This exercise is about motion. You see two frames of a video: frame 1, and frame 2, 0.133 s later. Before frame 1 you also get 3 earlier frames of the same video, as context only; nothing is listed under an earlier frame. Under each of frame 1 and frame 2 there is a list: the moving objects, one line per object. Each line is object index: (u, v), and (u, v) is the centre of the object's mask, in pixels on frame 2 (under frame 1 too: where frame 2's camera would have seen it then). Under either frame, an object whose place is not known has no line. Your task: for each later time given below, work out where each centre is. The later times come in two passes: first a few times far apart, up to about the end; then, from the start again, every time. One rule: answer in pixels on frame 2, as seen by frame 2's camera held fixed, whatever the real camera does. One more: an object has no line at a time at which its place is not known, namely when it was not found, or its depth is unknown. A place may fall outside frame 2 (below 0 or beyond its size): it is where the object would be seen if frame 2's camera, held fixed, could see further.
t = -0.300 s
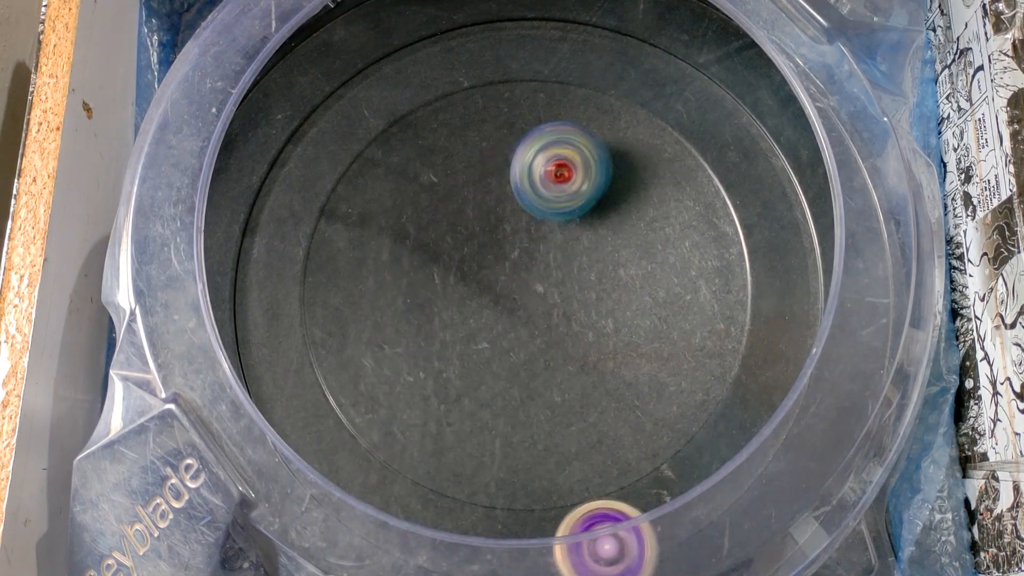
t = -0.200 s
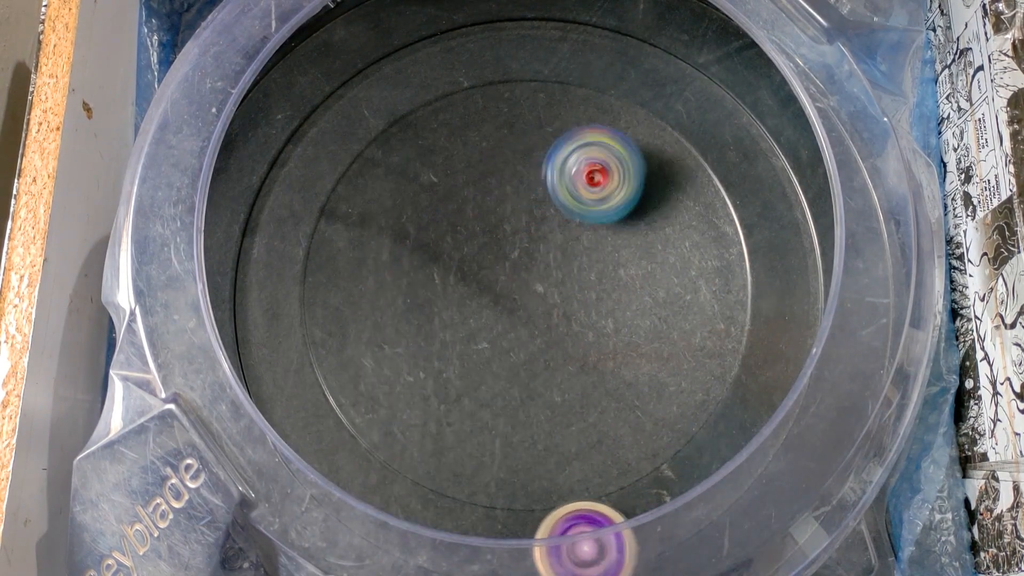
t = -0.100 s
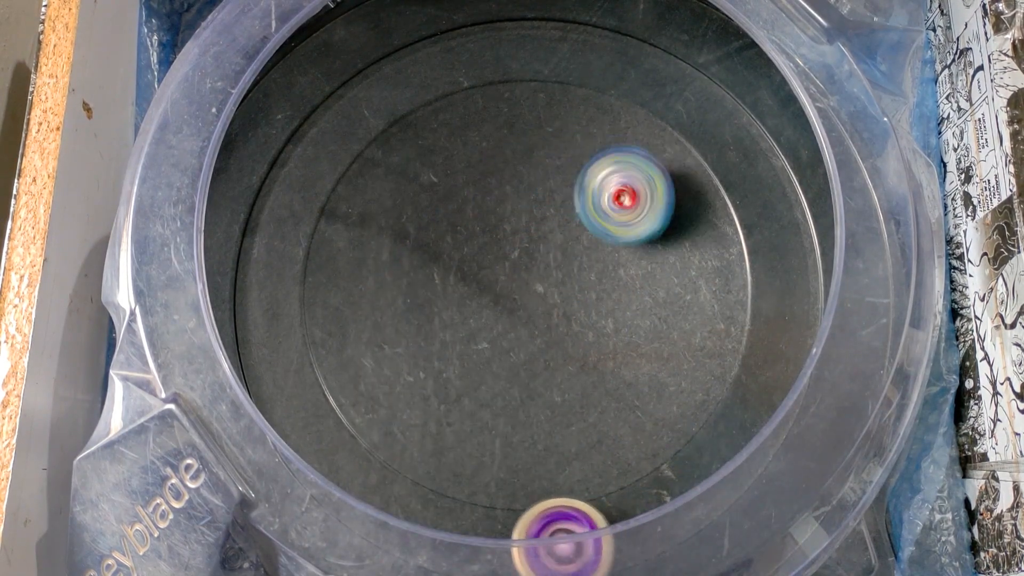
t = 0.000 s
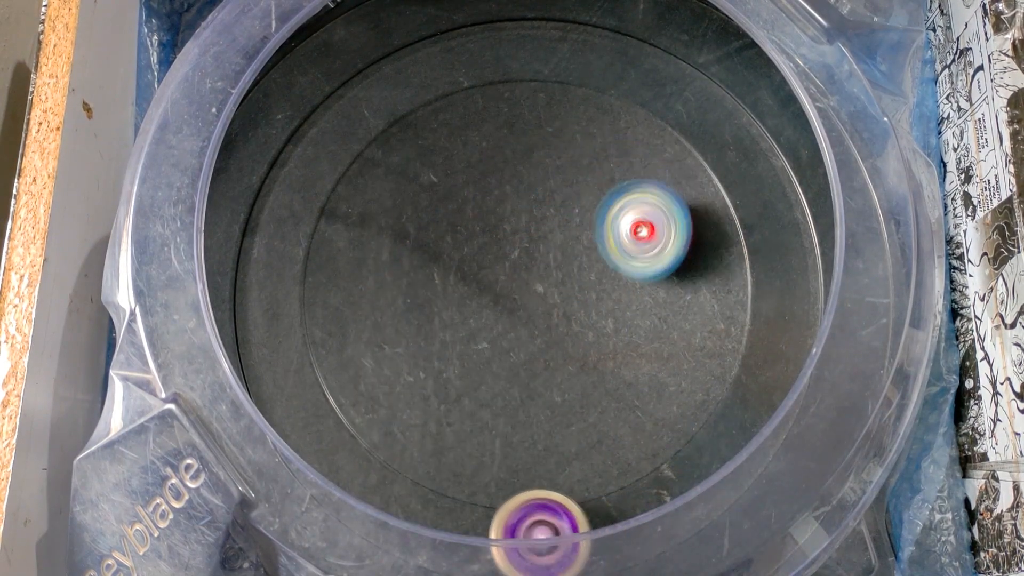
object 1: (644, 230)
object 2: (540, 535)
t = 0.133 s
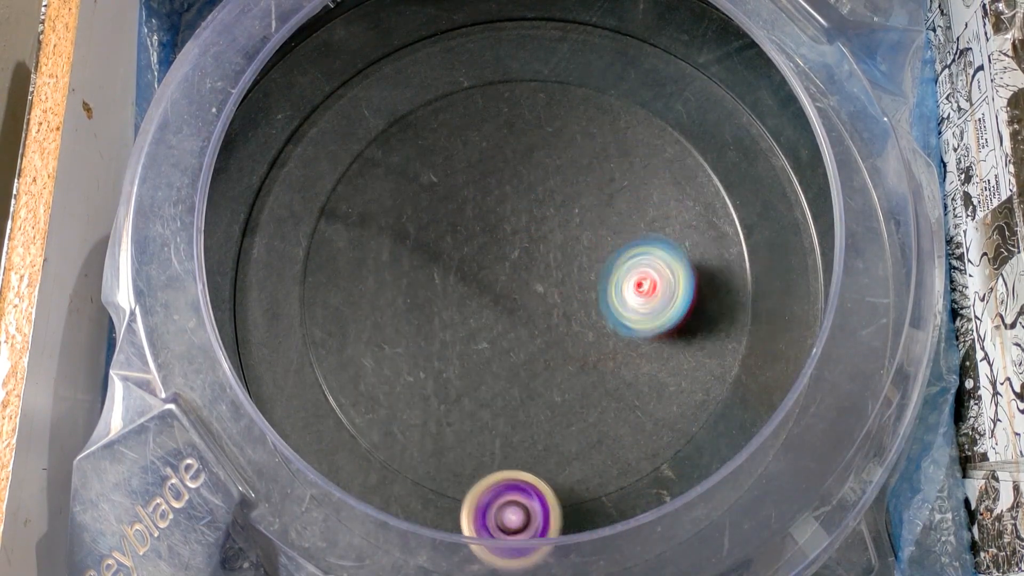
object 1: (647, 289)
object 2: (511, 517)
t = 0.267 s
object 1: (622, 347)
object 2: (497, 488)
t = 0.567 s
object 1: (634, 292)
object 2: (474, 372)
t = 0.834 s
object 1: (545, 204)
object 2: (495, 279)
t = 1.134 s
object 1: (562, 144)
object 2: (480, 224)
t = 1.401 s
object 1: (602, 200)
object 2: (498, 188)
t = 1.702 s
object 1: (535, 290)
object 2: (529, 197)
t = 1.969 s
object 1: (468, 277)
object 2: (559, 238)
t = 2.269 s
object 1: (504, 230)
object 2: (585, 290)
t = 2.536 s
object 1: (565, 244)
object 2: (590, 334)
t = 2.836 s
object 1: (562, 261)
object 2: (561, 364)
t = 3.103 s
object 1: (516, 259)
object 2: (506, 374)
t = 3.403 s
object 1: (478, 267)
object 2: (453, 357)
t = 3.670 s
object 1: (525, 273)
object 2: (424, 326)
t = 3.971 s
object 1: (524, 303)
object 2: (442, 269)
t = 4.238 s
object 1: (514, 333)
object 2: (479, 219)
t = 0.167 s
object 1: (644, 304)
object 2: (505, 505)
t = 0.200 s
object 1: (639, 318)
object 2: (499, 501)
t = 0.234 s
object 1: (632, 333)
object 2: (495, 496)
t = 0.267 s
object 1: (622, 347)
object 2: (497, 488)
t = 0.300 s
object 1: (612, 359)
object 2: (504, 474)
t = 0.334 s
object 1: (600, 370)
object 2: (512, 461)
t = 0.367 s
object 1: (589, 379)
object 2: (519, 448)
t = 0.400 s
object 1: (602, 372)
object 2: (507, 441)
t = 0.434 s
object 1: (622, 356)
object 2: (487, 432)
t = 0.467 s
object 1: (633, 340)
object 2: (475, 419)
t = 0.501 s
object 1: (637, 324)
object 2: (470, 402)
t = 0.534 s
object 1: (638, 308)
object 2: (470, 386)
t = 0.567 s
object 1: (634, 292)
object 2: (474, 372)
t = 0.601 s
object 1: (628, 277)
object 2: (479, 357)
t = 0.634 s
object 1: (617, 262)
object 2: (485, 345)
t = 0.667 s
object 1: (605, 249)
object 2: (490, 333)
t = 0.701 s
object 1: (591, 238)
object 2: (494, 322)
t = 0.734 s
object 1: (575, 229)
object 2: (497, 310)
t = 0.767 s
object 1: (560, 221)
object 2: (499, 298)
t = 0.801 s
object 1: (548, 213)
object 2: (499, 287)
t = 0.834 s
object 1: (545, 204)
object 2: (495, 279)
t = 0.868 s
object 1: (544, 194)
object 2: (492, 270)
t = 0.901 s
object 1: (539, 186)
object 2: (490, 262)
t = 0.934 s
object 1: (545, 173)
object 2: (483, 259)
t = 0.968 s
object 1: (548, 165)
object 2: (477, 255)
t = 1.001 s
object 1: (551, 158)
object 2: (475, 250)
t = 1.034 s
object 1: (552, 152)
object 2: (475, 243)
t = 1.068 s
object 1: (554, 149)
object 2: (477, 236)
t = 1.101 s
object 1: (558, 145)
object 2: (478, 229)
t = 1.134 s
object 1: (562, 144)
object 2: (480, 224)
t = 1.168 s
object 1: (570, 144)
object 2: (481, 218)
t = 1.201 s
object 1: (579, 145)
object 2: (483, 212)
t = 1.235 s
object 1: (587, 149)
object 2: (485, 207)
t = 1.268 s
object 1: (593, 157)
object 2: (487, 202)
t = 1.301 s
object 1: (598, 164)
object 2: (490, 197)
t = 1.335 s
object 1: (601, 176)
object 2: (492, 194)
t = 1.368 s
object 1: (602, 188)
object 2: (495, 191)
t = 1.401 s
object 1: (602, 200)
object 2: (498, 188)
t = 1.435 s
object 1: (599, 212)
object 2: (501, 186)
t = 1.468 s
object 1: (597, 224)
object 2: (504, 185)
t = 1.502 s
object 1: (590, 237)
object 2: (507, 184)
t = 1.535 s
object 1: (585, 248)
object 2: (510, 185)
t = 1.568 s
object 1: (575, 260)
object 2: (514, 186)
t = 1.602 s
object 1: (567, 268)
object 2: (518, 187)
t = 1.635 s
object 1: (556, 278)
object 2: (521, 190)
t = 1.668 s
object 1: (546, 284)
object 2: (525, 194)
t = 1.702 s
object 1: (535, 290)
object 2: (529, 197)
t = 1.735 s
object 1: (525, 293)
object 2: (533, 202)
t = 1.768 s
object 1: (514, 295)
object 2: (536, 206)
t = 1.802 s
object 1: (504, 294)
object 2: (540, 211)
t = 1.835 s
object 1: (495, 293)
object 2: (544, 216)
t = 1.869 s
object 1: (486, 291)
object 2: (548, 221)
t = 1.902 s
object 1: (479, 287)
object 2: (552, 226)
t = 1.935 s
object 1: (473, 282)
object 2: (555, 232)
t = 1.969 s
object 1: (468, 277)
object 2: (559, 238)
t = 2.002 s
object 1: (467, 271)
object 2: (562, 244)
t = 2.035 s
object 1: (466, 264)
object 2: (566, 250)
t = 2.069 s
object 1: (467, 259)
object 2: (569, 256)
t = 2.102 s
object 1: (470, 252)
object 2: (572, 261)
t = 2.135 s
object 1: (475, 246)
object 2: (575, 267)
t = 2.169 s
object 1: (481, 241)
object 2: (577, 273)
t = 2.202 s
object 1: (487, 236)
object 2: (580, 279)
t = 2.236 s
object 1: (495, 233)
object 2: (582, 285)
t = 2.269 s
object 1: (504, 230)
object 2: (585, 290)
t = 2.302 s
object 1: (513, 230)
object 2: (586, 295)
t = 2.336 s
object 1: (521, 231)
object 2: (587, 301)
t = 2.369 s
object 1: (530, 233)
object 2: (588, 306)
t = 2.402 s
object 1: (537, 236)
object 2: (589, 311)
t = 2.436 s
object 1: (545, 237)
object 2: (590, 317)
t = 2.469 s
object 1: (551, 238)
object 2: (590, 323)
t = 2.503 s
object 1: (559, 239)
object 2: (590, 329)
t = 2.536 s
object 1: (565, 244)
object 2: (590, 334)
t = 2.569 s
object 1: (572, 248)
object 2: (589, 339)
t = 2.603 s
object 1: (580, 251)
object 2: (587, 344)
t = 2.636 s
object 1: (582, 254)
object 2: (585, 349)
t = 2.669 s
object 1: (582, 252)
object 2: (583, 352)
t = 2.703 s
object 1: (581, 252)
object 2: (579, 355)
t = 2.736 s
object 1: (580, 254)
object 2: (575, 358)
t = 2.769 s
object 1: (576, 253)
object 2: (571, 360)
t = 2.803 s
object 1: (571, 259)
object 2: (566, 362)
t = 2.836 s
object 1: (562, 261)
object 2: (561, 364)
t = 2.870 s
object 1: (555, 268)
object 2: (556, 364)
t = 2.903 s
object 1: (547, 273)
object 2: (550, 365)
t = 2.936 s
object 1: (543, 268)
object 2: (540, 374)
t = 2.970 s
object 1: (544, 262)
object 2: (531, 378)
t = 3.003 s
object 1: (542, 261)
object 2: (525, 379)
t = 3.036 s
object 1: (537, 260)
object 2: (519, 378)
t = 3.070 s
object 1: (527, 260)
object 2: (513, 377)
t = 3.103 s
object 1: (516, 259)
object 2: (506, 374)
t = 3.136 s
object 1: (509, 258)
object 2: (500, 372)
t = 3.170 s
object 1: (503, 259)
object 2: (494, 369)
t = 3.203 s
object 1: (496, 259)
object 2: (488, 367)
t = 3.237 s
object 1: (487, 261)
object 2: (482, 364)
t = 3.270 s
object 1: (480, 263)
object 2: (476, 361)
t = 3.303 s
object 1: (475, 267)
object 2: (470, 358)
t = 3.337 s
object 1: (473, 263)
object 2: (464, 361)
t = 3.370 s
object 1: (478, 262)
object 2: (458, 360)
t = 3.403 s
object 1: (478, 267)
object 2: (453, 357)
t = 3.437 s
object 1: (477, 268)
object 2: (449, 354)
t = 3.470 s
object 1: (487, 260)
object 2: (442, 354)
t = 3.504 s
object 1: (501, 257)
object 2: (436, 351)
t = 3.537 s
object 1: (511, 261)
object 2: (433, 347)
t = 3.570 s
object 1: (516, 265)
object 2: (429, 342)
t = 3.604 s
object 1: (519, 267)
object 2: (426, 337)
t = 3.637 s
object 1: (522, 270)
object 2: (425, 332)
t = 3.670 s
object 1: (525, 273)
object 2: (424, 326)
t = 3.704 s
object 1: (528, 276)
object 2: (424, 320)
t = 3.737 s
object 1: (531, 282)
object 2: (425, 314)
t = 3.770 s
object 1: (532, 284)
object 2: (426, 308)
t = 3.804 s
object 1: (533, 289)
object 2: (428, 301)
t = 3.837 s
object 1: (532, 292)
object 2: (430, 295)
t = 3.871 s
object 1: (531, 296)
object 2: (432, 288)
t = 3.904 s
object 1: (530, 298)
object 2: (436, 282)
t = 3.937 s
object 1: (527, 300)
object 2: (439, 275)
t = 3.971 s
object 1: (524, 303)
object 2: (442, 269)
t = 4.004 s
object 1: (523, 308)
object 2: (446, 261)
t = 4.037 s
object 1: (520, 313)
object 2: (450, 254)
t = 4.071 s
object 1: (518, 319)
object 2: (454, 248)
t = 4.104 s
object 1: (516, 323)
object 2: (459, 242)
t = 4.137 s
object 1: (515, 327)
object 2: (463, 236)
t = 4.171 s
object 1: (515, 329)
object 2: (468, 230)
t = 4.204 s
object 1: (515, 332)
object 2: (474, 224)
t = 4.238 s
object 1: (514, 333)
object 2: (479, 219)
